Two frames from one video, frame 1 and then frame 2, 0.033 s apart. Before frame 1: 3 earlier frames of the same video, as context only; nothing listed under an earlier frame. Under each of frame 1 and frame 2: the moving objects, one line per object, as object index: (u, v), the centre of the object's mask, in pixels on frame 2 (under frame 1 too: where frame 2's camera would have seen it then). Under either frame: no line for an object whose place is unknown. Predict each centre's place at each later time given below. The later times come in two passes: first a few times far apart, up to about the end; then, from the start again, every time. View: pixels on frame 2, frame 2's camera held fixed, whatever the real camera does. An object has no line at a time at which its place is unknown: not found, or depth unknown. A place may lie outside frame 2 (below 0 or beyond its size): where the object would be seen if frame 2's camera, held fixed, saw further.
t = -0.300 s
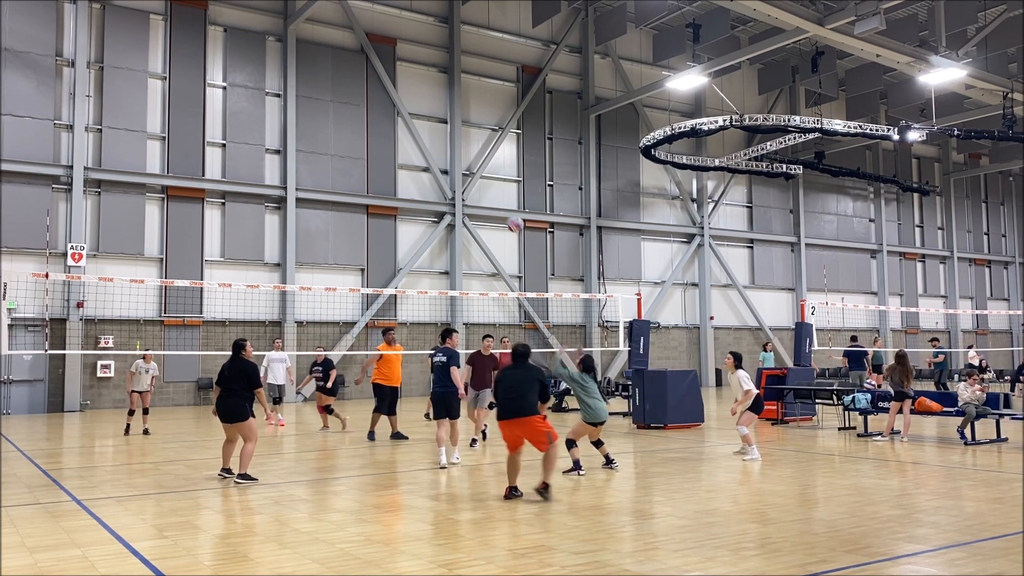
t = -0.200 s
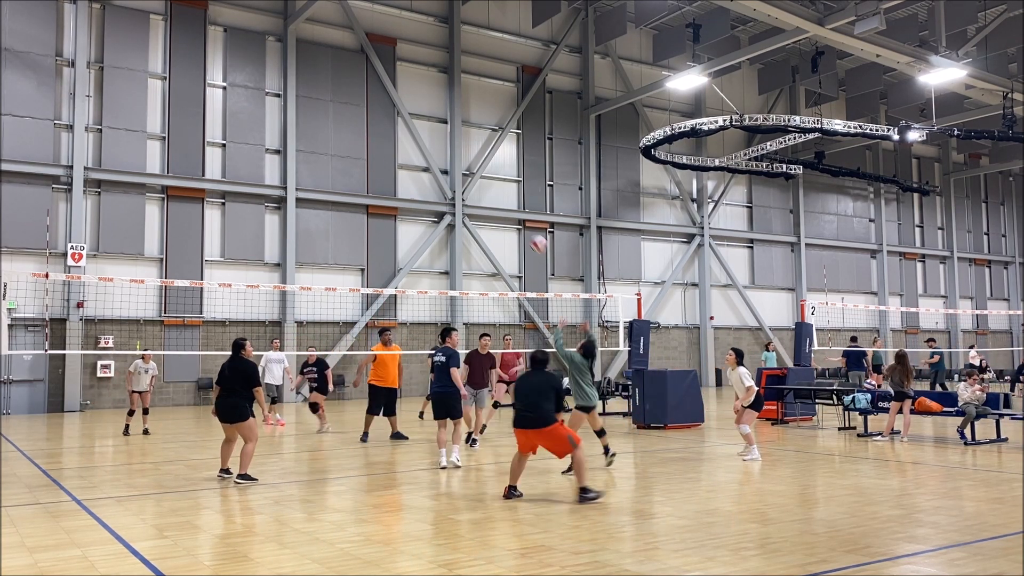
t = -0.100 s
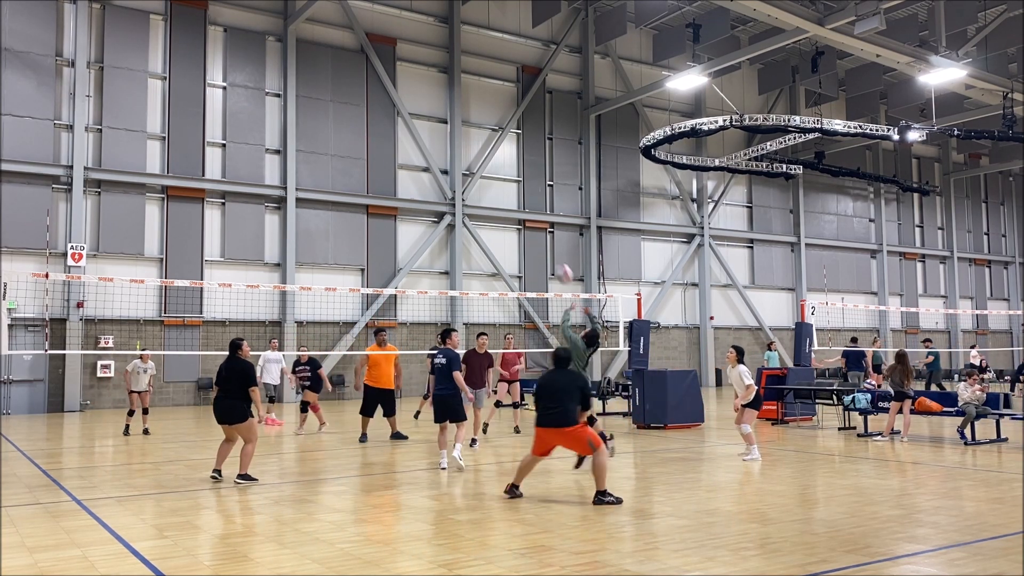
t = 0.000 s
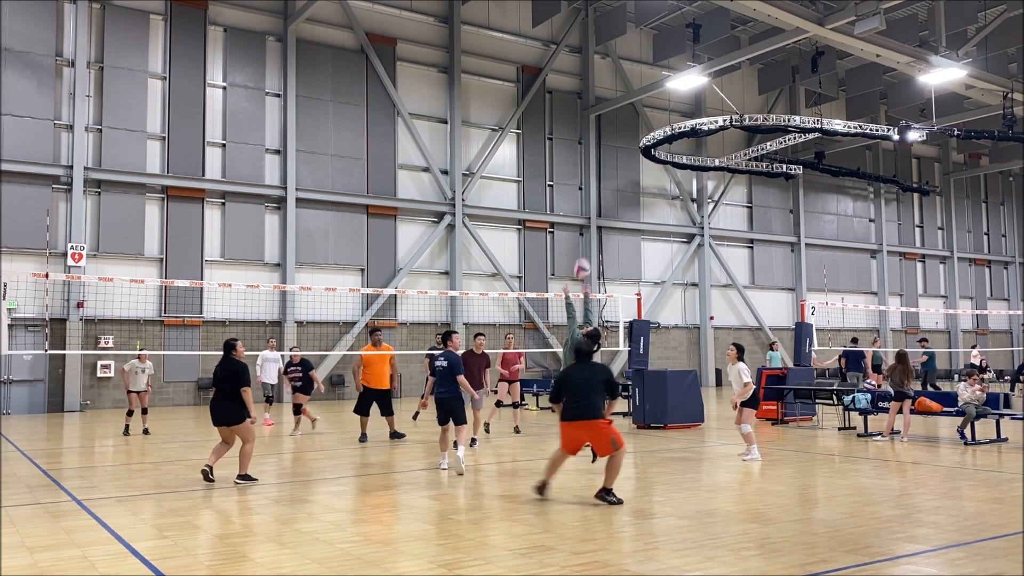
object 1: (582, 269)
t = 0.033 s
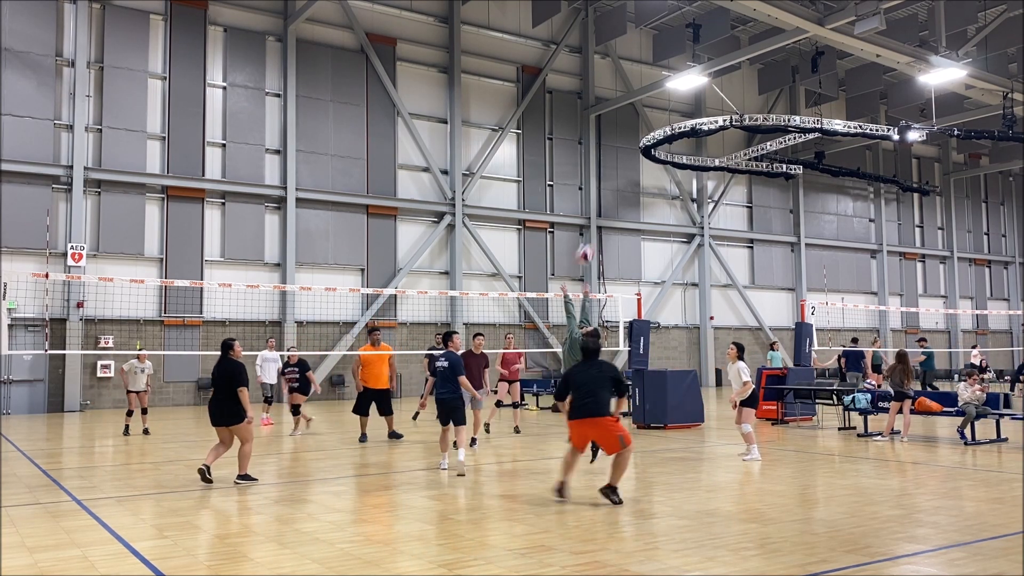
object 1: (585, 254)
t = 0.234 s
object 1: (604, 177)
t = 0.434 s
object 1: (627, 132)
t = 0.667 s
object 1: (657, 124)
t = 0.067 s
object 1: (588, 239)
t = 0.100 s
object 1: (590, 224)
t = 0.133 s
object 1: (594, 212)
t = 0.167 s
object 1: (598, 200)
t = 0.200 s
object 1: (601, 188)
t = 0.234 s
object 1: (604, 177)
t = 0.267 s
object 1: (607, 168)
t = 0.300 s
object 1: (611, 159)
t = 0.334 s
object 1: (615, 151)
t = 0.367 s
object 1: (619, 144)
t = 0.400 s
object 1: (623, 138)
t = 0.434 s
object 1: (627, 132)
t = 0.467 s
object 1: (631, 128)
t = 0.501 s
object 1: (634, 125)
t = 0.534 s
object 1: (639, 123)
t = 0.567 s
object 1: (644, 121)
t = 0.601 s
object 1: (648, 121)
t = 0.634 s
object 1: (653, 122)
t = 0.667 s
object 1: (657, 124)
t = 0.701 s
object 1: (662, 128)
